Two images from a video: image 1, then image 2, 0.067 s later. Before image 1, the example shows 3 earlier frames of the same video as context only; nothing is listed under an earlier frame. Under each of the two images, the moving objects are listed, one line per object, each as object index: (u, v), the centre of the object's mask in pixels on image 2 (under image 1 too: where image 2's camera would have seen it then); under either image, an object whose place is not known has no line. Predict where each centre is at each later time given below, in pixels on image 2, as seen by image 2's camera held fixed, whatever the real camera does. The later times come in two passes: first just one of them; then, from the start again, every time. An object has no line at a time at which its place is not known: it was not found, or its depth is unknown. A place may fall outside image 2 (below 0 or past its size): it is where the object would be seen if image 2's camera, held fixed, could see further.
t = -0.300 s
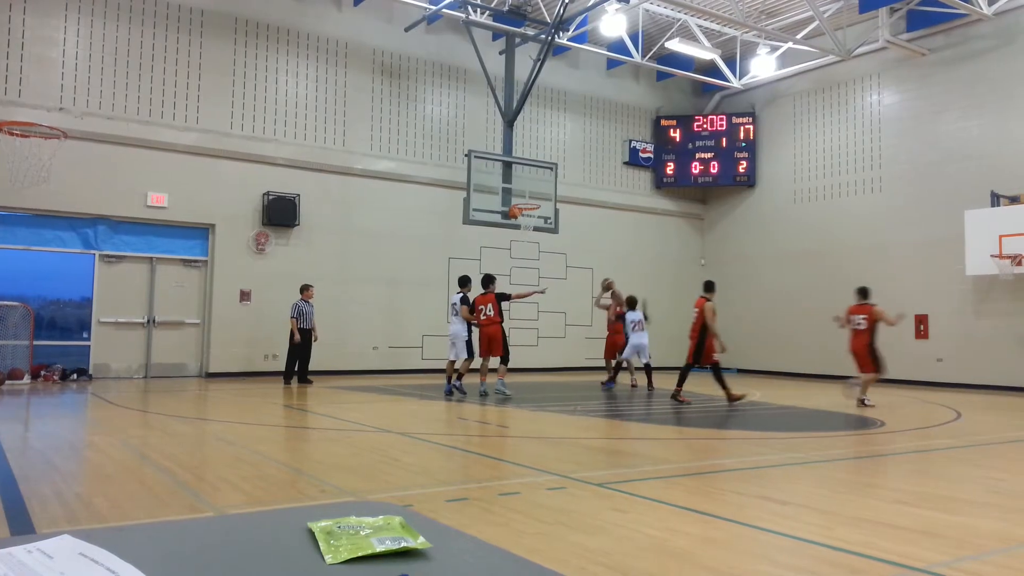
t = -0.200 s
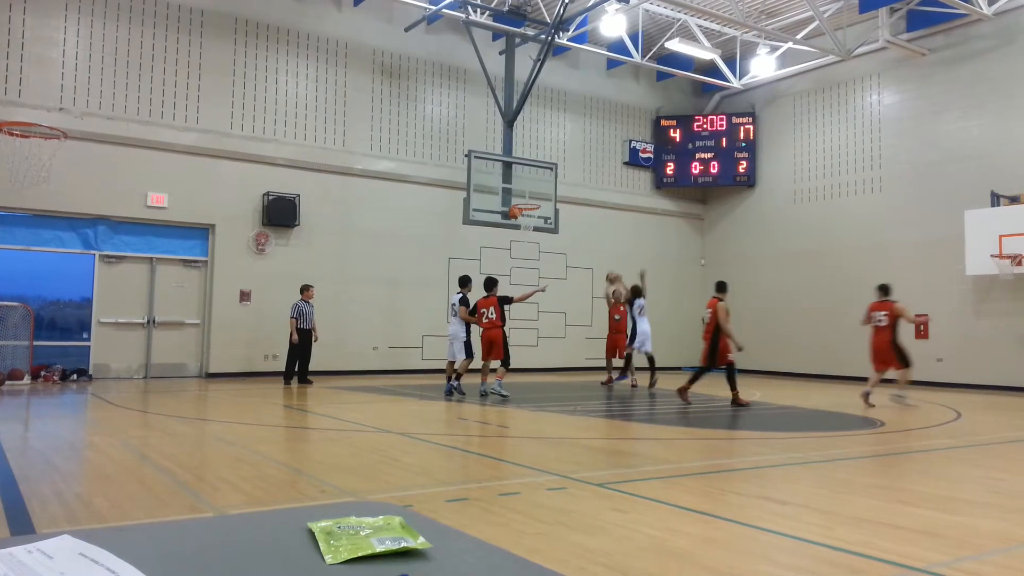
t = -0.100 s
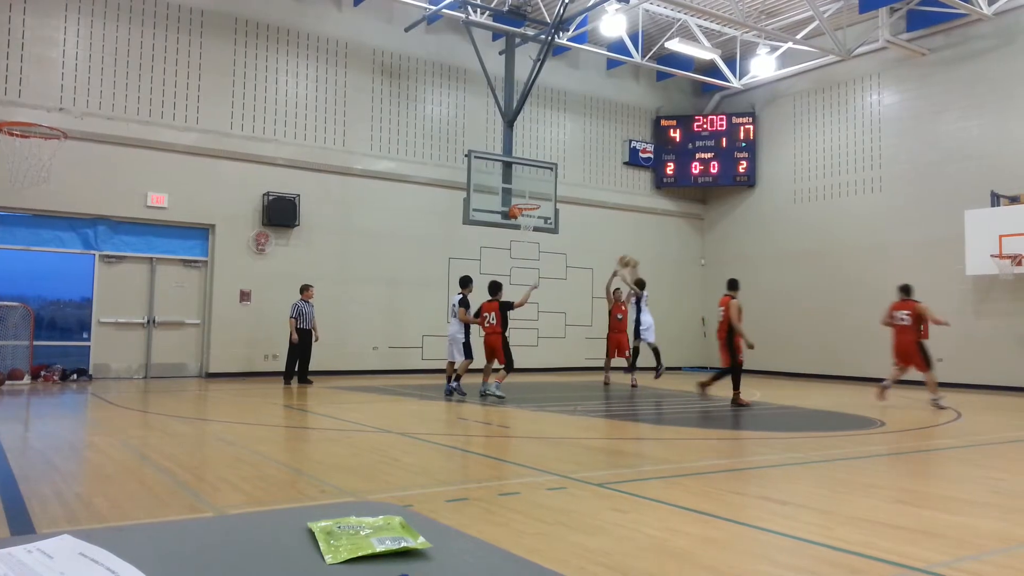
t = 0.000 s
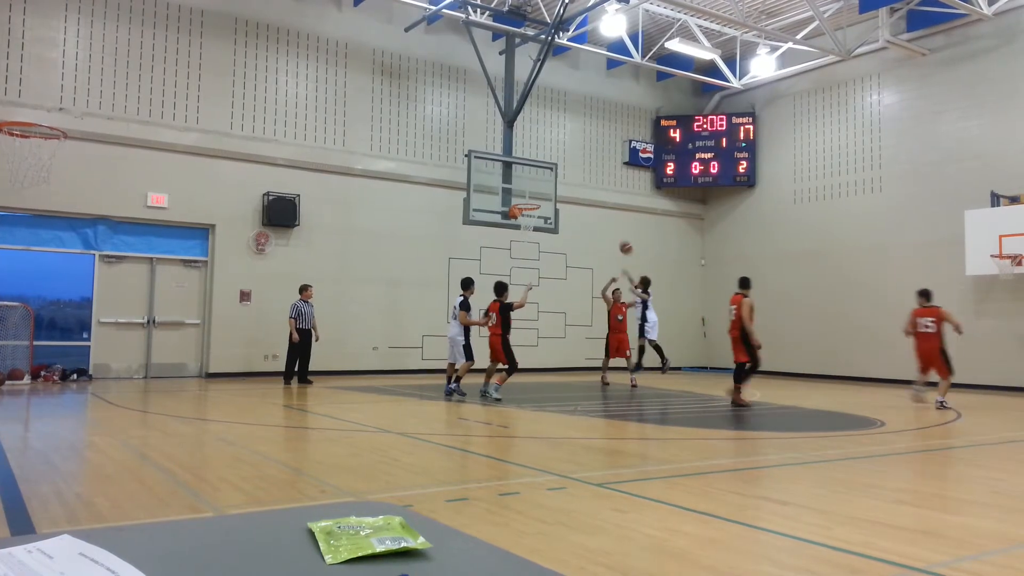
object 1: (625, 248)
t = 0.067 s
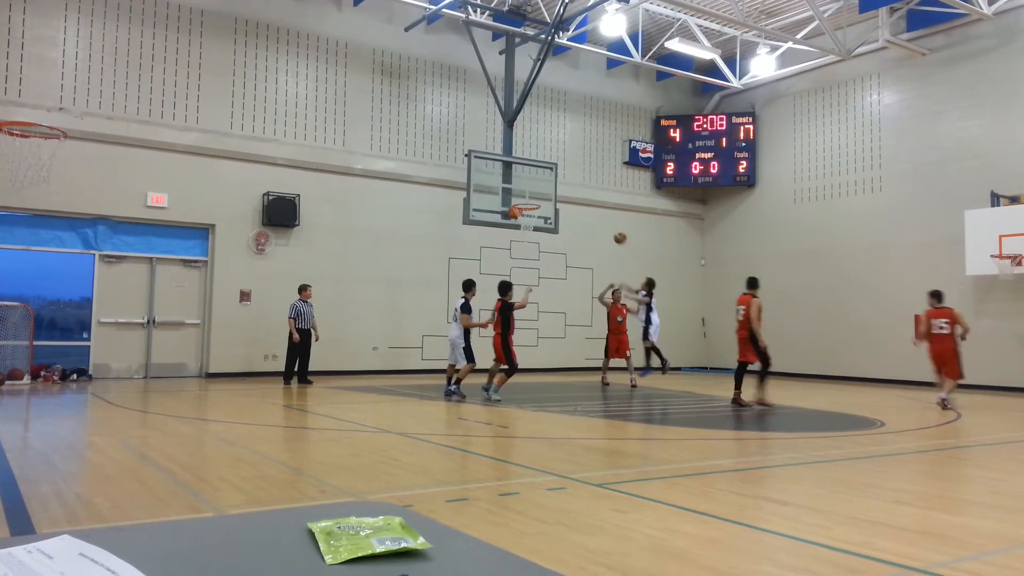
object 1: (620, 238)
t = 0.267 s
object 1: (603, 222)
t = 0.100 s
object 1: (617, 234)
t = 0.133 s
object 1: (615, 230)
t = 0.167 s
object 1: (612, 227)
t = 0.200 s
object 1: (609, 225)
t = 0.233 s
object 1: (606, 223)
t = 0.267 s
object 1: (603, 222)
